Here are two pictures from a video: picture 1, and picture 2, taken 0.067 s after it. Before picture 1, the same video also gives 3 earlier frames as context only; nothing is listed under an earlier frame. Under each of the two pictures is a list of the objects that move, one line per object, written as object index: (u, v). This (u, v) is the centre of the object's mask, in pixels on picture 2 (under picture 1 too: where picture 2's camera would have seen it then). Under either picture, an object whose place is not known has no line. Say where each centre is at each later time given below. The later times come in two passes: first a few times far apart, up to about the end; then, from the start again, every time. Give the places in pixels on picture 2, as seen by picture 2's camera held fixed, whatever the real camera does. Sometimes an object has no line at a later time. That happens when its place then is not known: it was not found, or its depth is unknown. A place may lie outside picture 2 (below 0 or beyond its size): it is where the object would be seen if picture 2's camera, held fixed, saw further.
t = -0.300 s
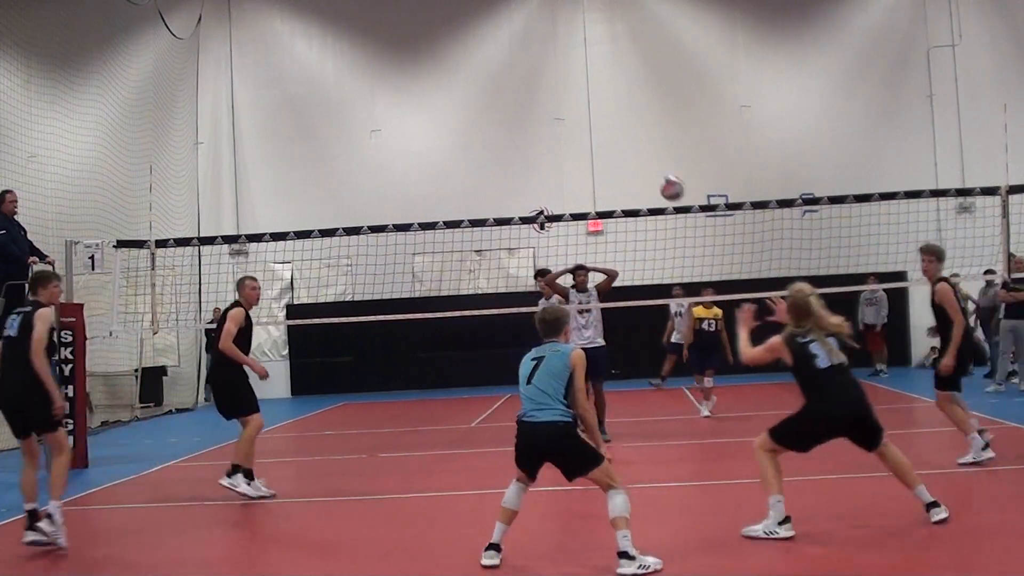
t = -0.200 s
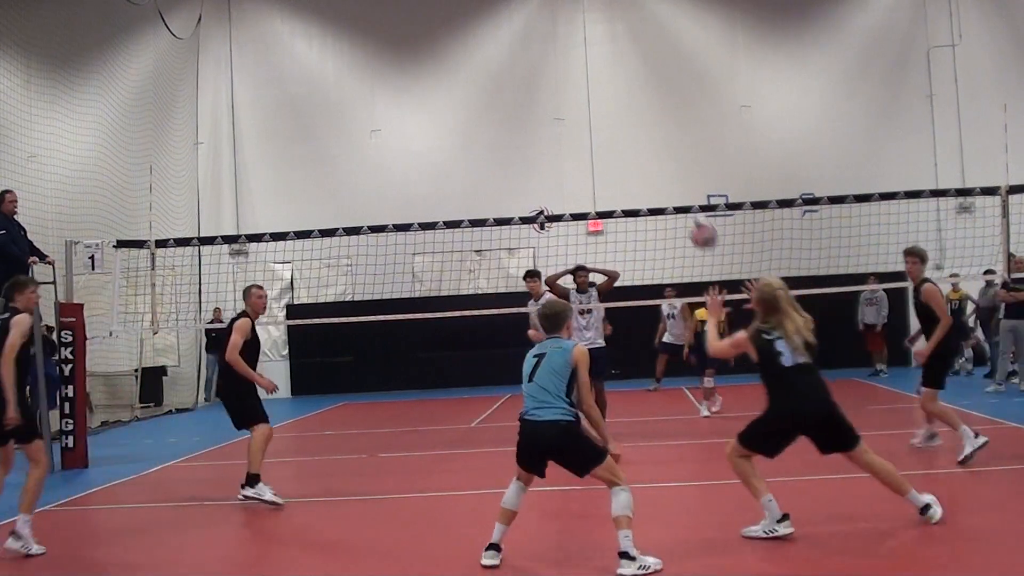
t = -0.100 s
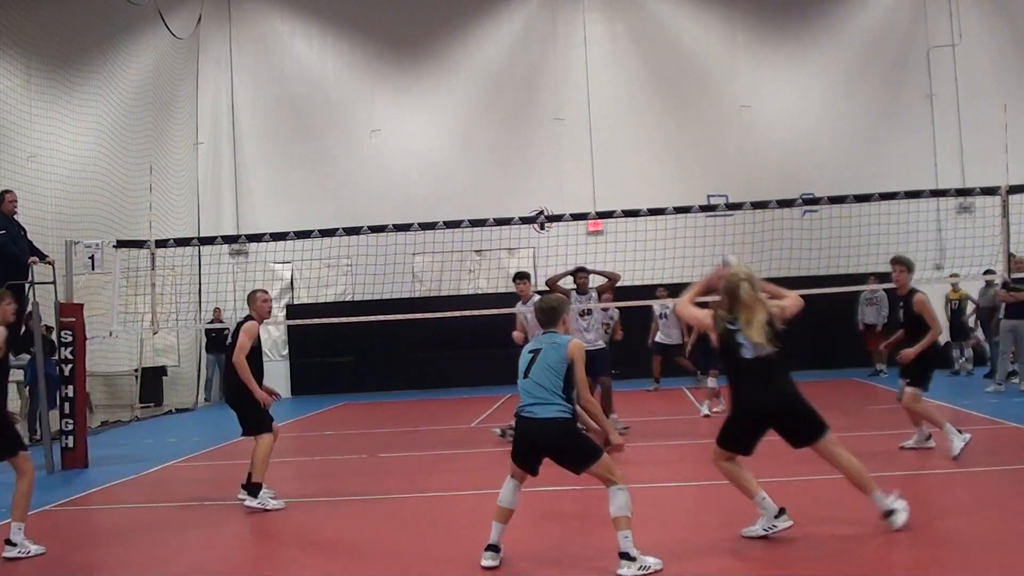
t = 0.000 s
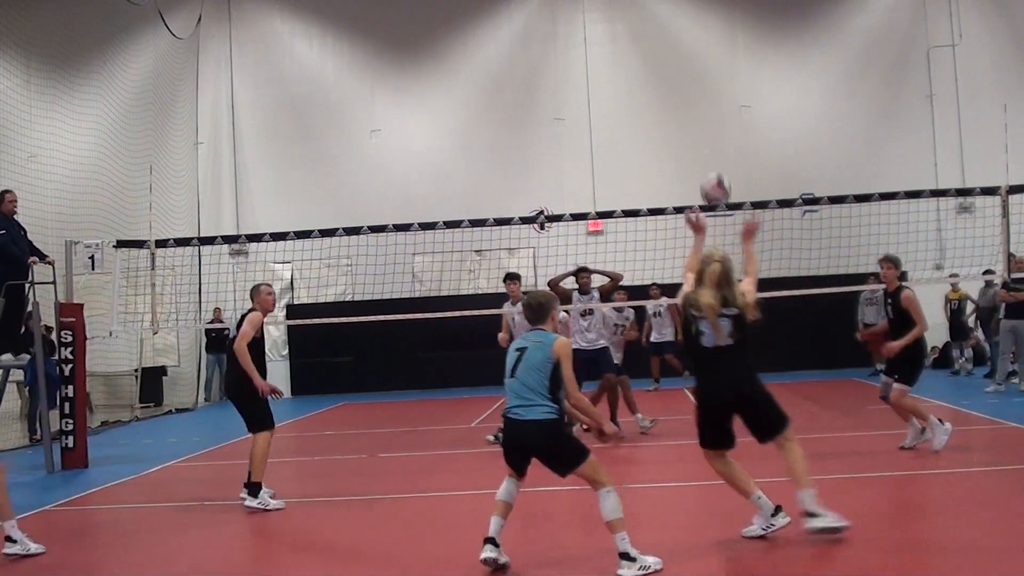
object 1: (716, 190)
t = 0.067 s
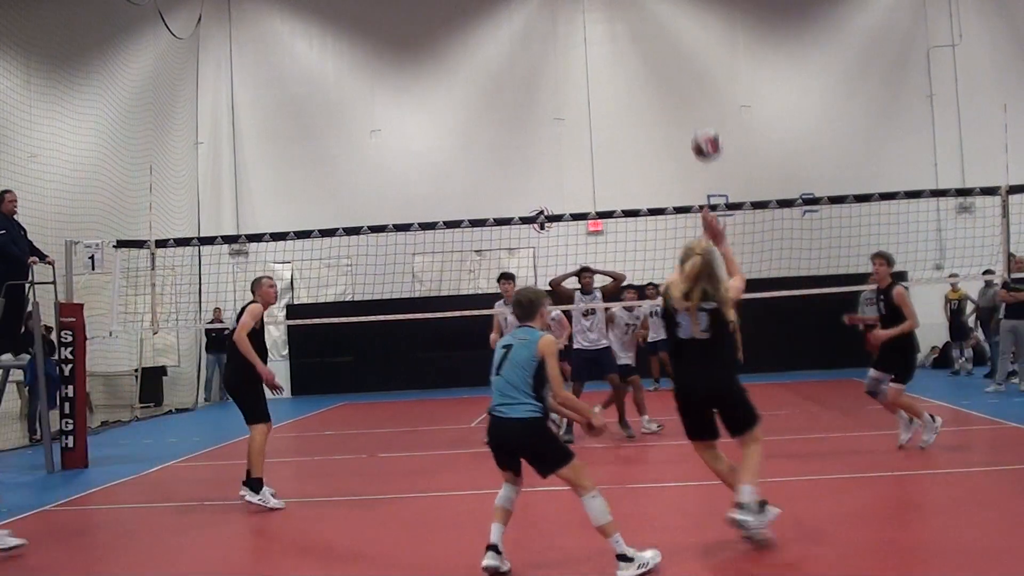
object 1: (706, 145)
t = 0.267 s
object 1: (683, 59)
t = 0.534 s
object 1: (661, 40)
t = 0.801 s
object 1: (647, 98)
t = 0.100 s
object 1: (702, 126)
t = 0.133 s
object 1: (698, 110)
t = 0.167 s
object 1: (693, 94)
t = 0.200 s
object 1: (690, 81)
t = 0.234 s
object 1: (686, 69)
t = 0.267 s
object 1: (683, 59)
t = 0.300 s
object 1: (680, 51)
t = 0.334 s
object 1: (676, 45)
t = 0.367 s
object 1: (674, 41)
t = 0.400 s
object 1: (671, 38)
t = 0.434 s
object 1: (668, 36)
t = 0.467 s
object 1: (666, 36)
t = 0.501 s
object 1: (663, 37)
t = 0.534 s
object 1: (661, 40)
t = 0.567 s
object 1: (658, 43)
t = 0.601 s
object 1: (656, 48)
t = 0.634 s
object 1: (654, 53)
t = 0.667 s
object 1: (652, 60)
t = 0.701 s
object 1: (651, 68)
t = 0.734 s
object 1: (649, 77)
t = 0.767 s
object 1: (648, 87)
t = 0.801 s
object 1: (647, 98)
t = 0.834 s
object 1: (645, 110)
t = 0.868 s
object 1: (644, 123)
